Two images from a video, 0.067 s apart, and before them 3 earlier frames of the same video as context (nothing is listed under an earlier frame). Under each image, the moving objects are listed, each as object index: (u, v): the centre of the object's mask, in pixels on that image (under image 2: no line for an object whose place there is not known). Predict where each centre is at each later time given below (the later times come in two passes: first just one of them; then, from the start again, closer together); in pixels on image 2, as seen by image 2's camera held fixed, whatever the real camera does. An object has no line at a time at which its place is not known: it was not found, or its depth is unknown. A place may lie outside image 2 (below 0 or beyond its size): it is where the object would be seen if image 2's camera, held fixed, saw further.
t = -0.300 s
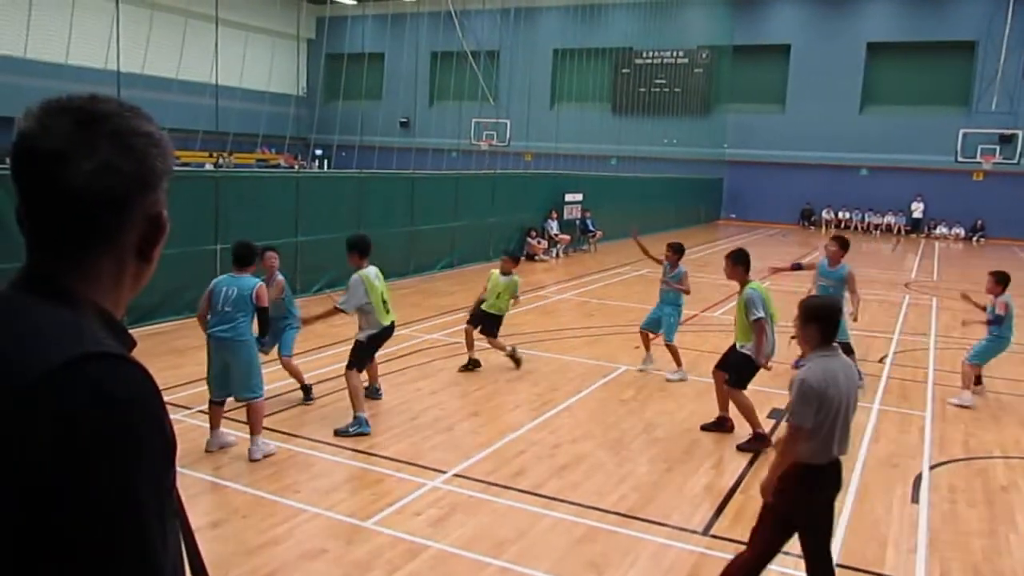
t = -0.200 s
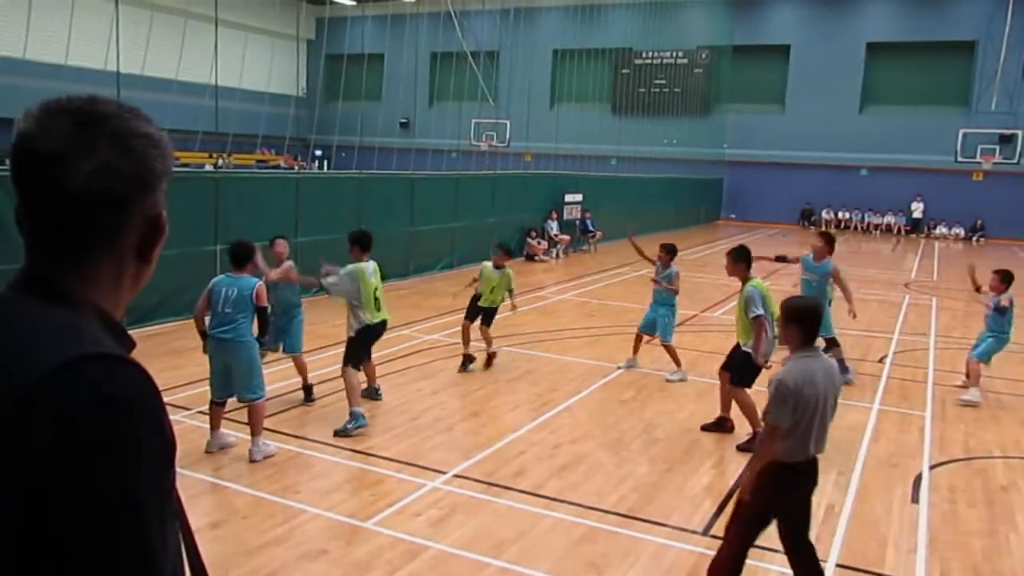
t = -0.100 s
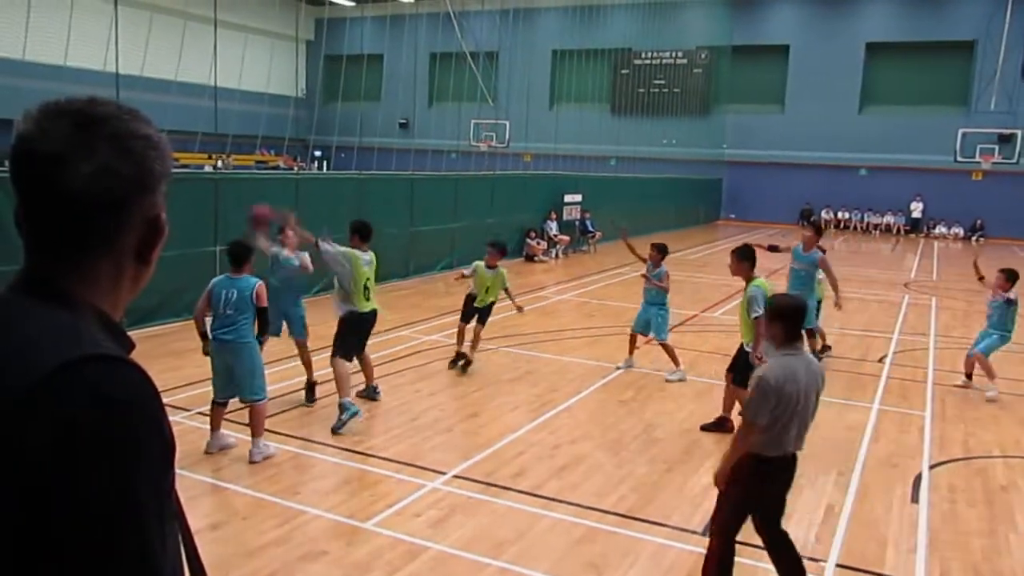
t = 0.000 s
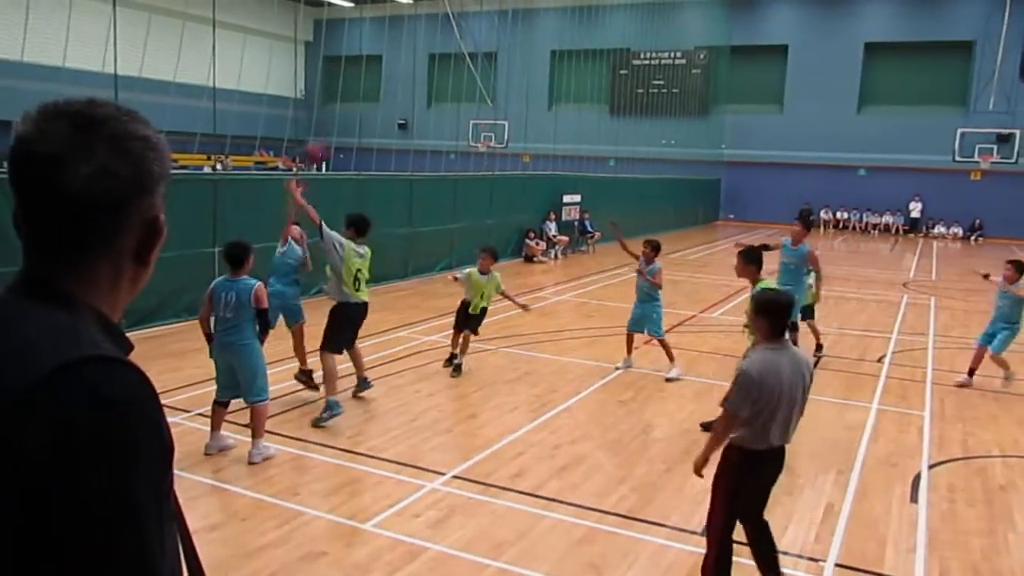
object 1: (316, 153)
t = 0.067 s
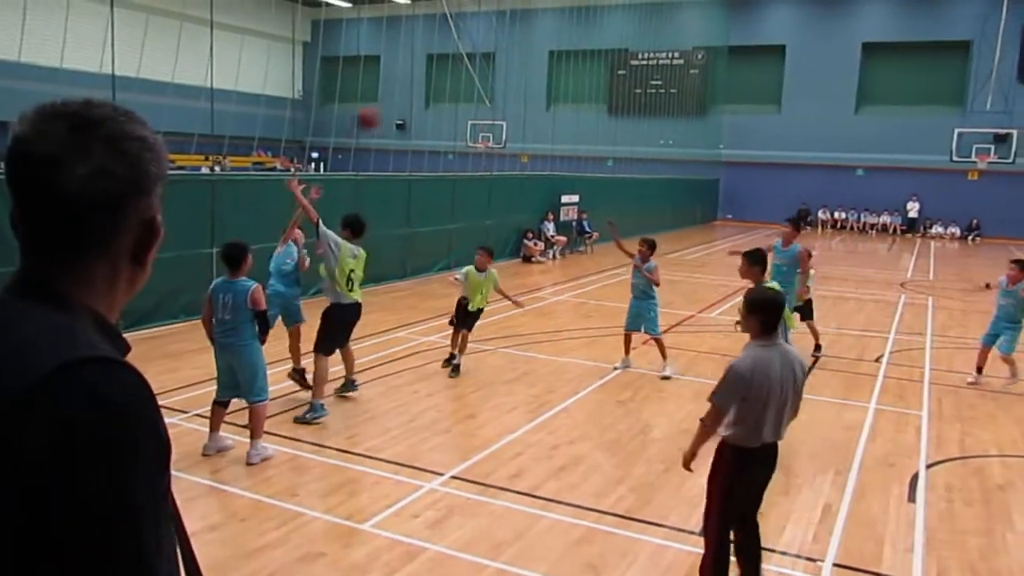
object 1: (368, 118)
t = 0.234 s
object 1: (509, 49)
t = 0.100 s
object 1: (396, 102)
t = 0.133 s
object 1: (425, 88)
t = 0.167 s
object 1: (453, 73)
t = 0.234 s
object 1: (509, 49)
